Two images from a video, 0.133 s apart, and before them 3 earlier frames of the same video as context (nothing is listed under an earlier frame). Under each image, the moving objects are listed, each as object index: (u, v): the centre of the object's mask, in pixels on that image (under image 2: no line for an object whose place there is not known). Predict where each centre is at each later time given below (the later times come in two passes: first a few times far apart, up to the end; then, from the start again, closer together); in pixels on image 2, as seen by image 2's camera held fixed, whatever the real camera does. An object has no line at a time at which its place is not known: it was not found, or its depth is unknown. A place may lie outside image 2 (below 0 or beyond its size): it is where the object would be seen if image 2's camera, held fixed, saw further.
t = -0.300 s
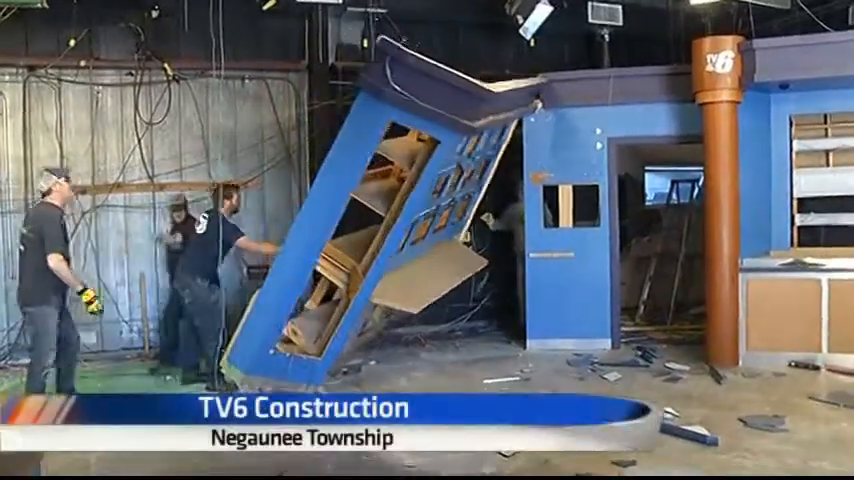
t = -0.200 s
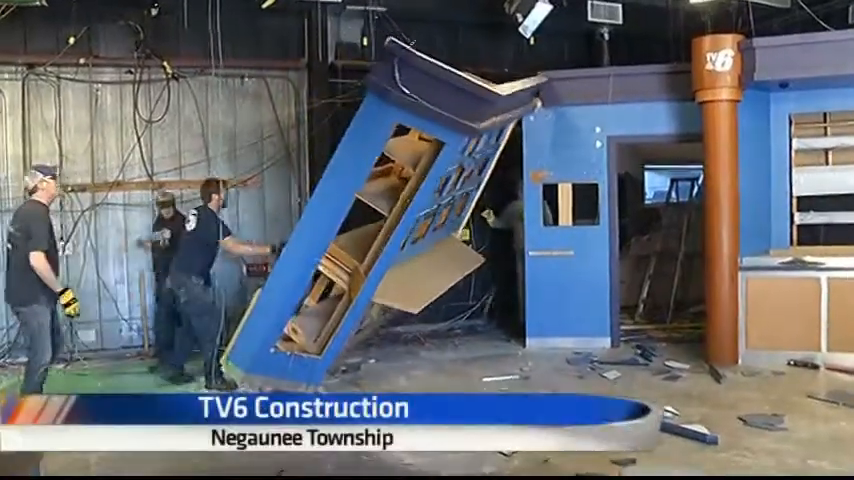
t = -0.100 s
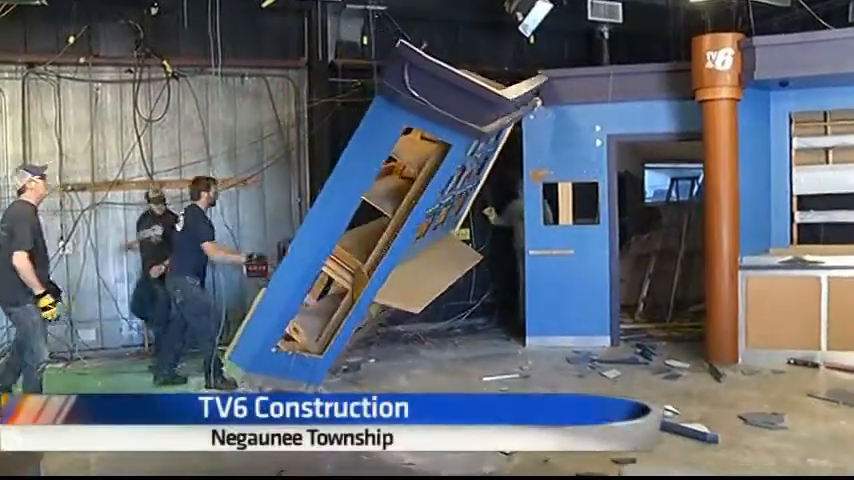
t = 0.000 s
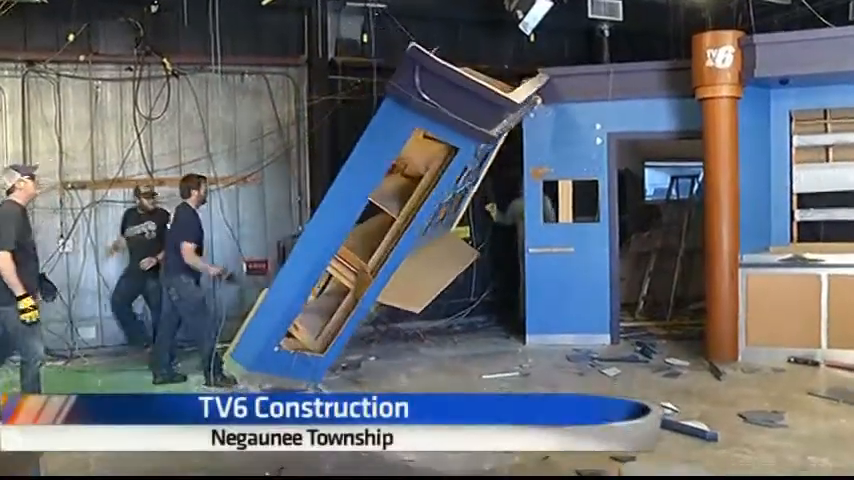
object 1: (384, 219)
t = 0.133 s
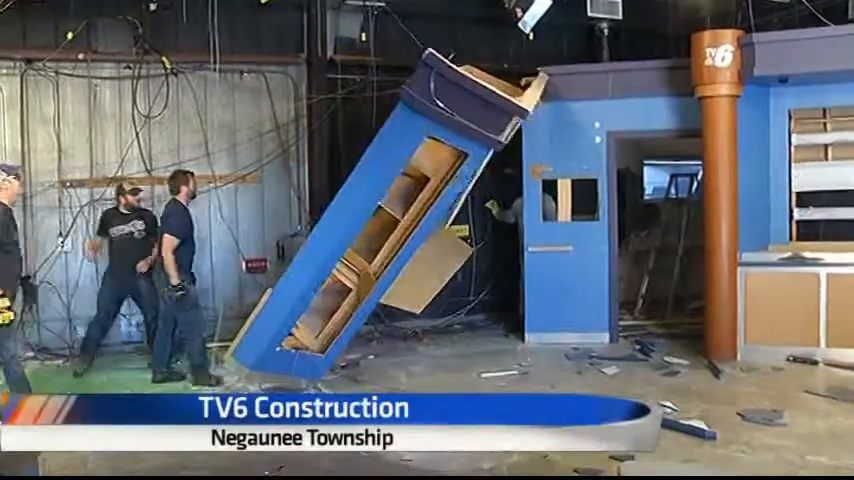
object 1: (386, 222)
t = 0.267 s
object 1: (392, 226)
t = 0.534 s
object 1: (405, 246)
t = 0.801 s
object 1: (413, 279)
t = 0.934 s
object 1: (417, 305)
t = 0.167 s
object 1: (387, 223)
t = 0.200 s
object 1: (389, 224)
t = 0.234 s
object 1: (391, 225)
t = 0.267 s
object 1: (392, 226)
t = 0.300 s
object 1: (393, 227)
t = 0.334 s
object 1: (395, 229)
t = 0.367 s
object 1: (396, 231)
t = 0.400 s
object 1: (398, 235)
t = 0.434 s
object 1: (400, 238)
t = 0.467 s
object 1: (403, 240)
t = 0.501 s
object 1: (404, 243)
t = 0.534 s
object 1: (405, 246)
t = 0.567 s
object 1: (407, 249)
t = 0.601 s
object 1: (408, 253)
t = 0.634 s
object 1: (408, 257)
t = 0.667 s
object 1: (408, 261)
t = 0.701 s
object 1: (410, 266)
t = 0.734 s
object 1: (411, 270)
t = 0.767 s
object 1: (412, 274)
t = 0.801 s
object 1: (413, 279)
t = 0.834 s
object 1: (411, 285)
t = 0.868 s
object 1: (414, 290)
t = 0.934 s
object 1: (417, 305)
